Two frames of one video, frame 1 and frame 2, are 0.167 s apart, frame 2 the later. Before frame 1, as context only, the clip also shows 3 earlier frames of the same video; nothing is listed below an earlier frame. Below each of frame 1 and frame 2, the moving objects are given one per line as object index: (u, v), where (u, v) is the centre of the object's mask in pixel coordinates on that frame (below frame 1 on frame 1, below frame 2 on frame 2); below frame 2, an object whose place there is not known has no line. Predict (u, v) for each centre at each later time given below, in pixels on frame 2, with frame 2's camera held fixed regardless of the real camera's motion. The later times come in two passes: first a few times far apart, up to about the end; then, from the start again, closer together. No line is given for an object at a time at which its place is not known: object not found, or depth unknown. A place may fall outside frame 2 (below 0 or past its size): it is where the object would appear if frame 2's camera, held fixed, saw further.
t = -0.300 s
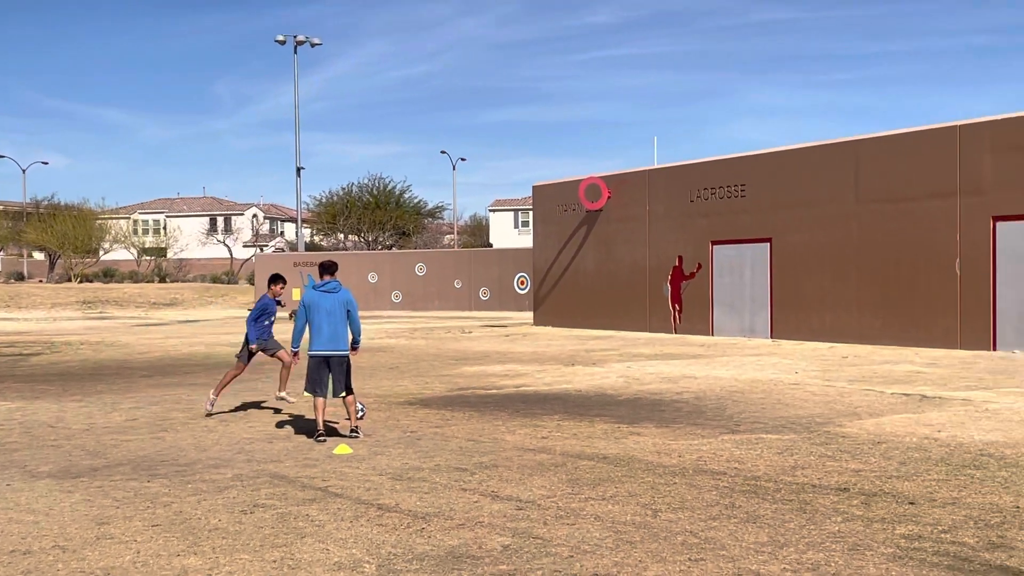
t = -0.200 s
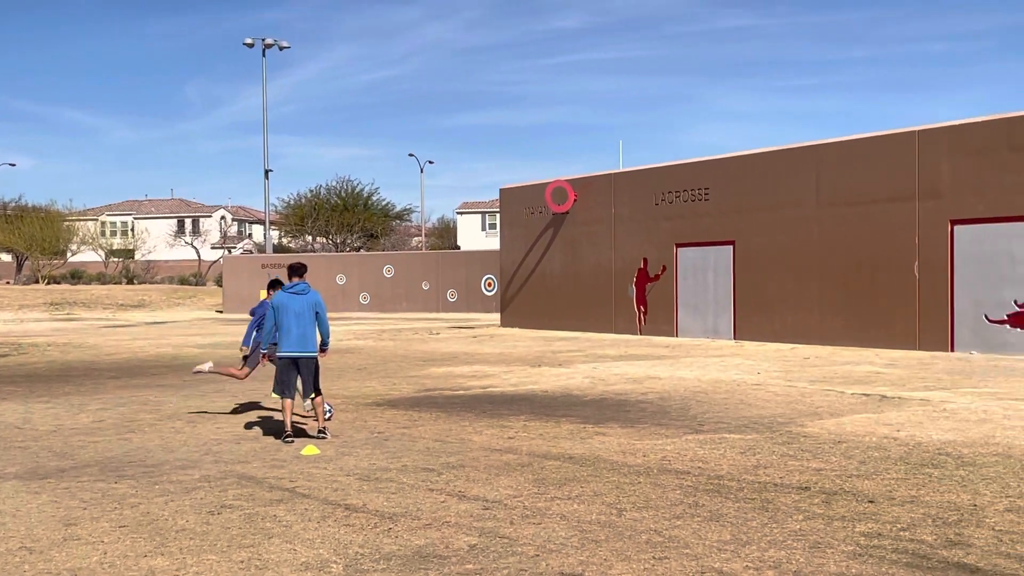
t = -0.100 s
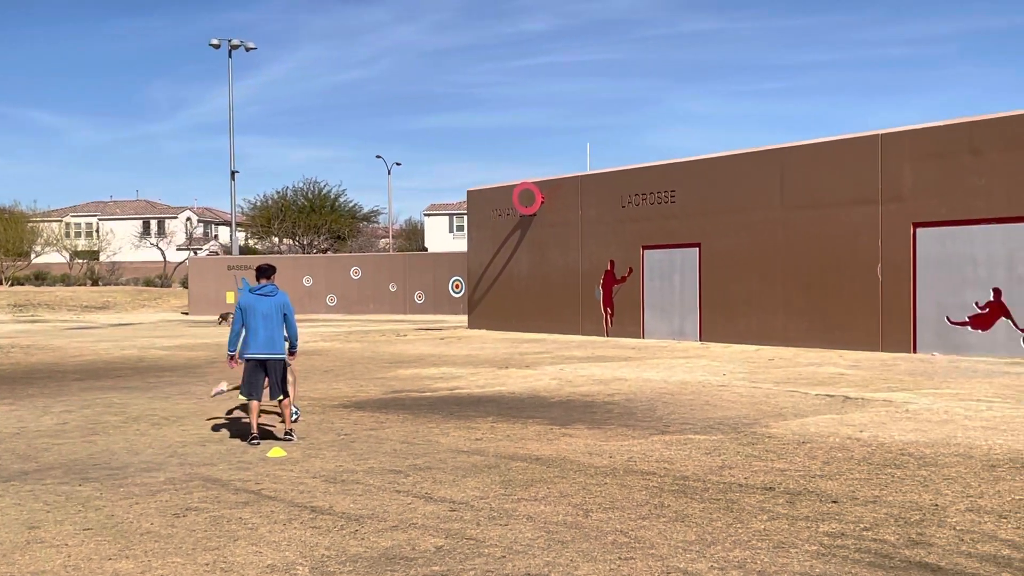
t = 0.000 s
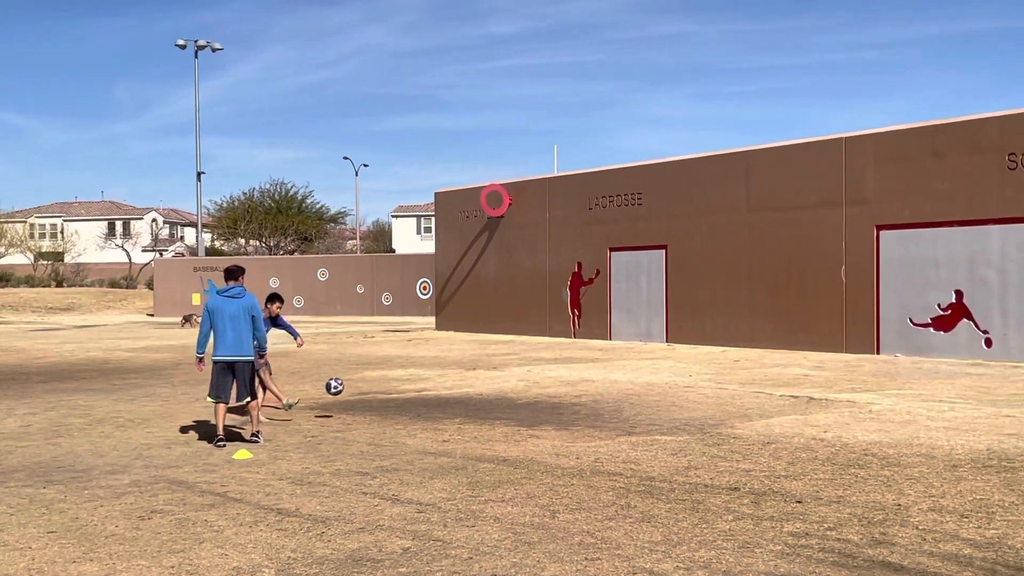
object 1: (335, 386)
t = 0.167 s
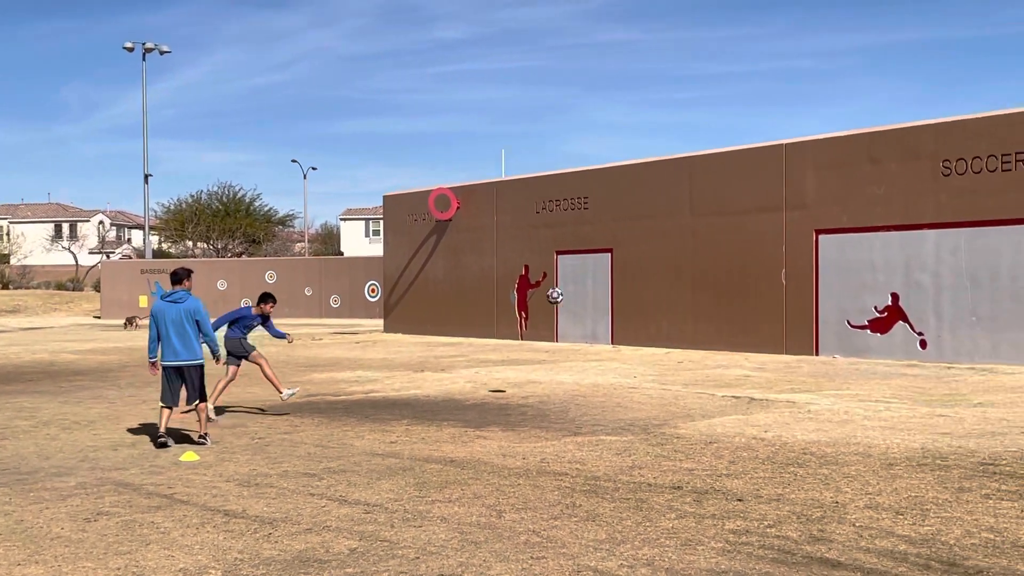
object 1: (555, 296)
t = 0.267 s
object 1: (700, 255)
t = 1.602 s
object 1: (709, 354)
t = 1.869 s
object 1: (568, 375)
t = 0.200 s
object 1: (604, 281)
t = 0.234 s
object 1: (652, 268)
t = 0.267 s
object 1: (700, 255)
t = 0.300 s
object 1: (746, 244)
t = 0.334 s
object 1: (792, 234)
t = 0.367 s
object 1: (836, 225)
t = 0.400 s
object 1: (879, 217)
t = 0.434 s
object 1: (922, 210)
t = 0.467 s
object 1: (965, 204)
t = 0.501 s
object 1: (1007, 200)
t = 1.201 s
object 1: (903, 350)
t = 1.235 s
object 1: (885, 373)
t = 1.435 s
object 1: (788, 391)
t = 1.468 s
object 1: (772, 381)
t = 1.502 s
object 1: (756, 372)
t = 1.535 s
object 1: (741, 365)
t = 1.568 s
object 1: (725, 358)
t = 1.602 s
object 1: (709, 354)
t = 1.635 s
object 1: (692, 351)
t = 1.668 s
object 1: (676, 349)
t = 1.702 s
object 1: (659, 349)
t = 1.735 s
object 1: (642, 351)
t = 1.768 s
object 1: (624, 354)
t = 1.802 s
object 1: (606, 360)
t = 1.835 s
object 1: (587, 367)
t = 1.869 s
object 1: (568, 375)
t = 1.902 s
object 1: (548, 387)
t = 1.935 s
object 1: (527, 400)
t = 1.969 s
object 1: (506, 417)
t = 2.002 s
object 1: (484, 436)
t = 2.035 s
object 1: (461, 457)
